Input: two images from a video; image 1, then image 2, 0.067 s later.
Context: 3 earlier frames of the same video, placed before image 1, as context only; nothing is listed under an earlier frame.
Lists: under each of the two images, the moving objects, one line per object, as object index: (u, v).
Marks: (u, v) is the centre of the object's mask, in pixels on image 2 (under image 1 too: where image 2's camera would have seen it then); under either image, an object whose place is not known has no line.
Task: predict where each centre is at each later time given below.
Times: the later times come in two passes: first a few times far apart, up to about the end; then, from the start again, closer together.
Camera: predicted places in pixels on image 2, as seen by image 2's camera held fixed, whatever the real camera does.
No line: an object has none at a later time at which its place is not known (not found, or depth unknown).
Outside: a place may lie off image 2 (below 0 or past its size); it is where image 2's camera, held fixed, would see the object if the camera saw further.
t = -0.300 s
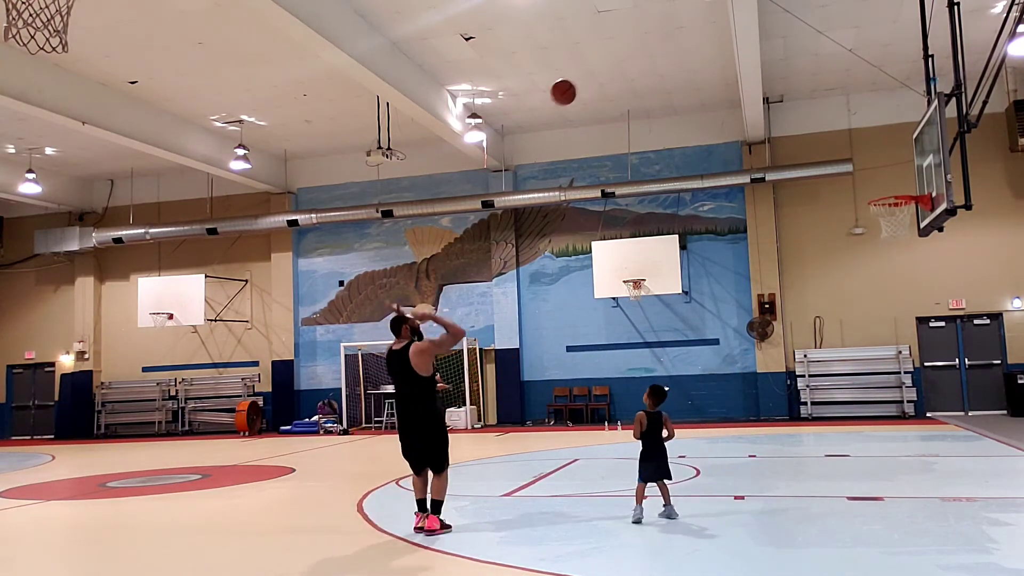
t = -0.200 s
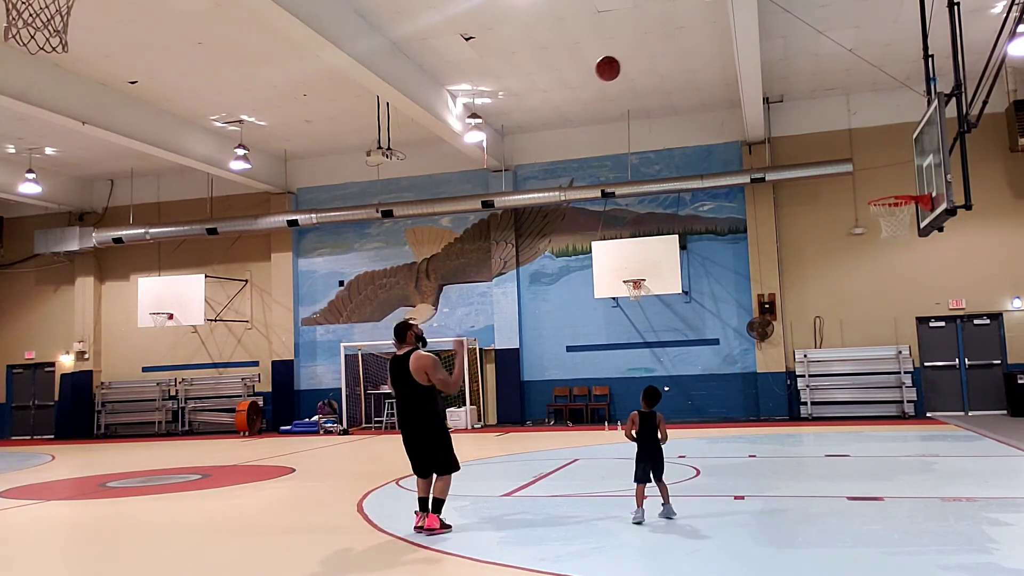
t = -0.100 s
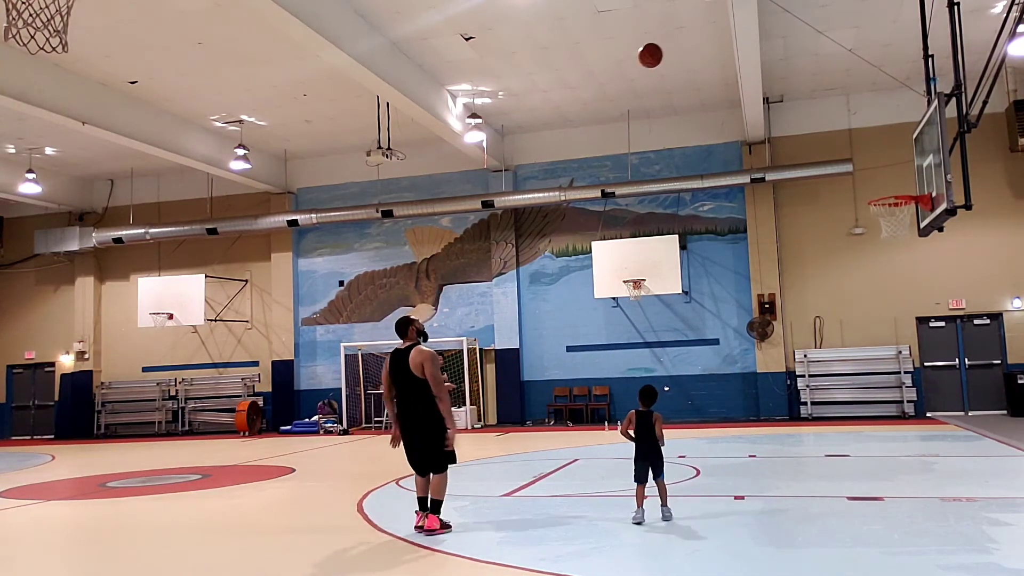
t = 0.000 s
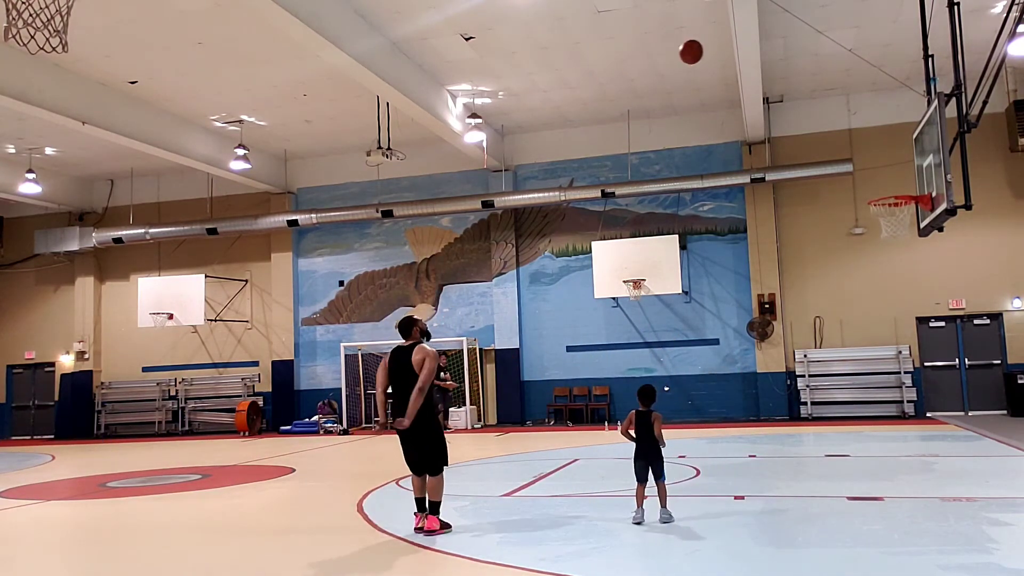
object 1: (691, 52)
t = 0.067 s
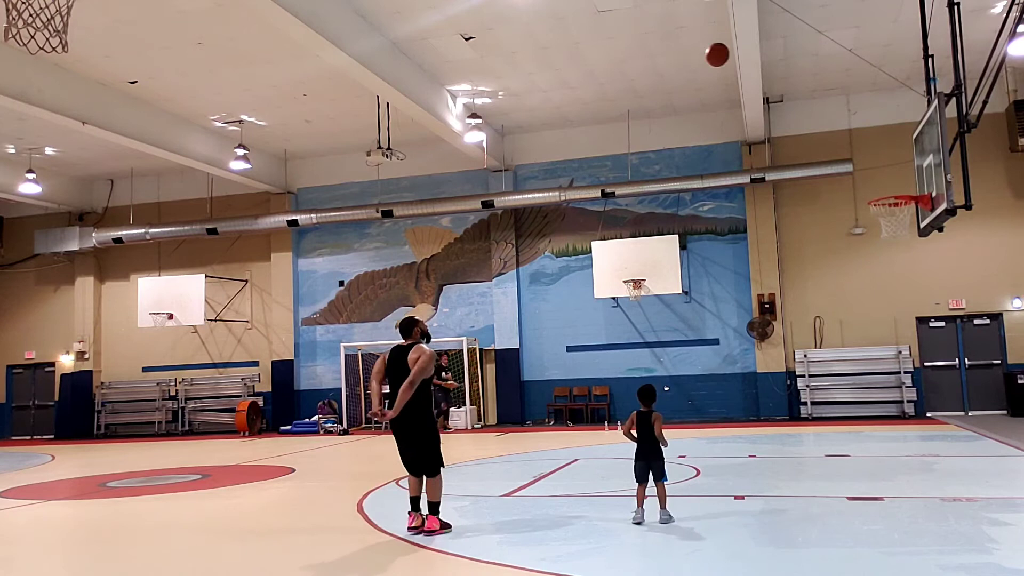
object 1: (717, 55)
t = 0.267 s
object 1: (793, 86)
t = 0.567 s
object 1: (899, 188)
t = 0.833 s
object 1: (780, 187)
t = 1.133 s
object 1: (637, 248)
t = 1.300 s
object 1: (560, 317)
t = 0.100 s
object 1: (730, 58)
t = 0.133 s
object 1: (743, 61)
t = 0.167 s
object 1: (756, 66)
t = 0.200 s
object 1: (768, 72)
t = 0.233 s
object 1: (780, 78)
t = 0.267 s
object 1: (793, 86)
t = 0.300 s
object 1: (805, 93)
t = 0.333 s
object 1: (817, 102)
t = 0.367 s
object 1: (829, 112)
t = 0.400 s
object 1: (841, 124)
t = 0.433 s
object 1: (853, 135)
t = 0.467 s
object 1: (864, 148)
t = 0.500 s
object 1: (876, 161)
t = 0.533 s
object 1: (888, 175)
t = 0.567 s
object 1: (899, 188)
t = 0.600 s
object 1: (894, 190)
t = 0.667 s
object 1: (862, 187)
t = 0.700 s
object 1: (845, 185)
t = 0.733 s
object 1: (829, 184)
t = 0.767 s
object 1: (813, 184)
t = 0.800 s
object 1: (796, 185)
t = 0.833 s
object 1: (780, 187)
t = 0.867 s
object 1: (764, 189)
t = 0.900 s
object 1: (748, 194)
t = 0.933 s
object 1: (732, 198)
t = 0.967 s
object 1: (716, 204)
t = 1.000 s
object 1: (700, 211)
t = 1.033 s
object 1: (684, 219)
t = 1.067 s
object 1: (669, 227)
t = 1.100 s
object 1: (653, 237)
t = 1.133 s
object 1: (637, 248)
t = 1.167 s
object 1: (622, 260)
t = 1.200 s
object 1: (606, 273)
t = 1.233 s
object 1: (590, 287)
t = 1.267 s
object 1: (575, 302)
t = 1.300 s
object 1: (560, 317)
